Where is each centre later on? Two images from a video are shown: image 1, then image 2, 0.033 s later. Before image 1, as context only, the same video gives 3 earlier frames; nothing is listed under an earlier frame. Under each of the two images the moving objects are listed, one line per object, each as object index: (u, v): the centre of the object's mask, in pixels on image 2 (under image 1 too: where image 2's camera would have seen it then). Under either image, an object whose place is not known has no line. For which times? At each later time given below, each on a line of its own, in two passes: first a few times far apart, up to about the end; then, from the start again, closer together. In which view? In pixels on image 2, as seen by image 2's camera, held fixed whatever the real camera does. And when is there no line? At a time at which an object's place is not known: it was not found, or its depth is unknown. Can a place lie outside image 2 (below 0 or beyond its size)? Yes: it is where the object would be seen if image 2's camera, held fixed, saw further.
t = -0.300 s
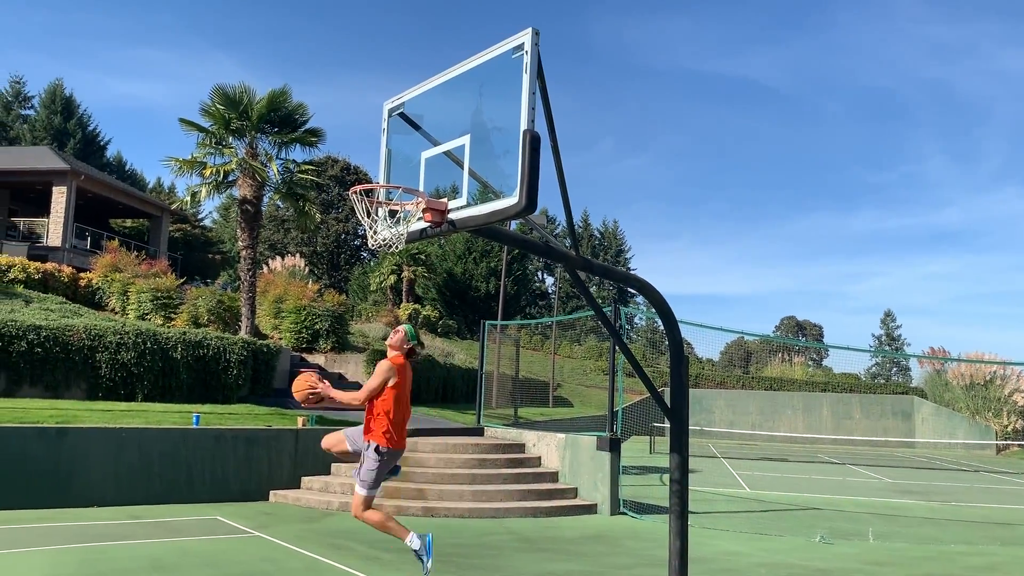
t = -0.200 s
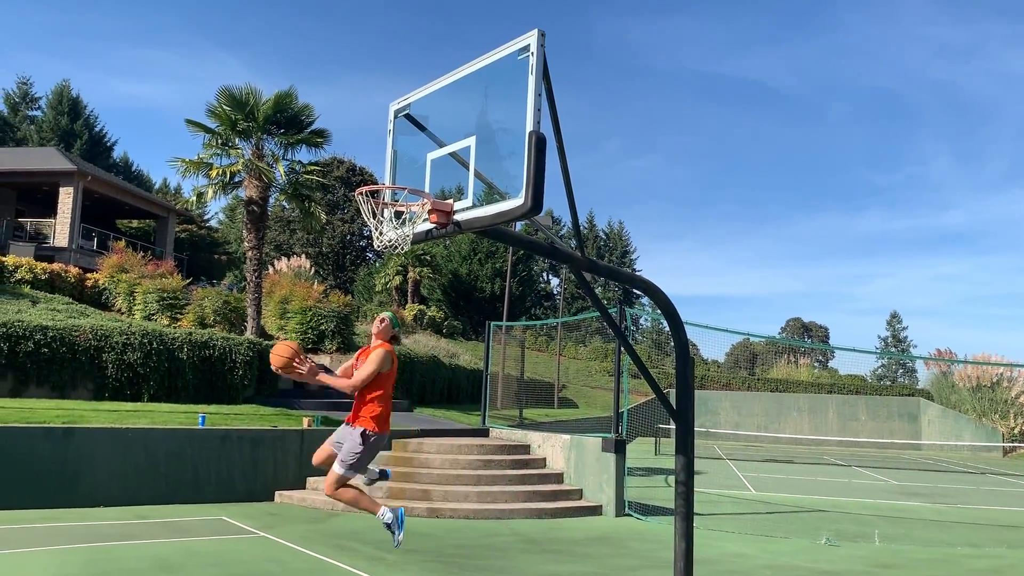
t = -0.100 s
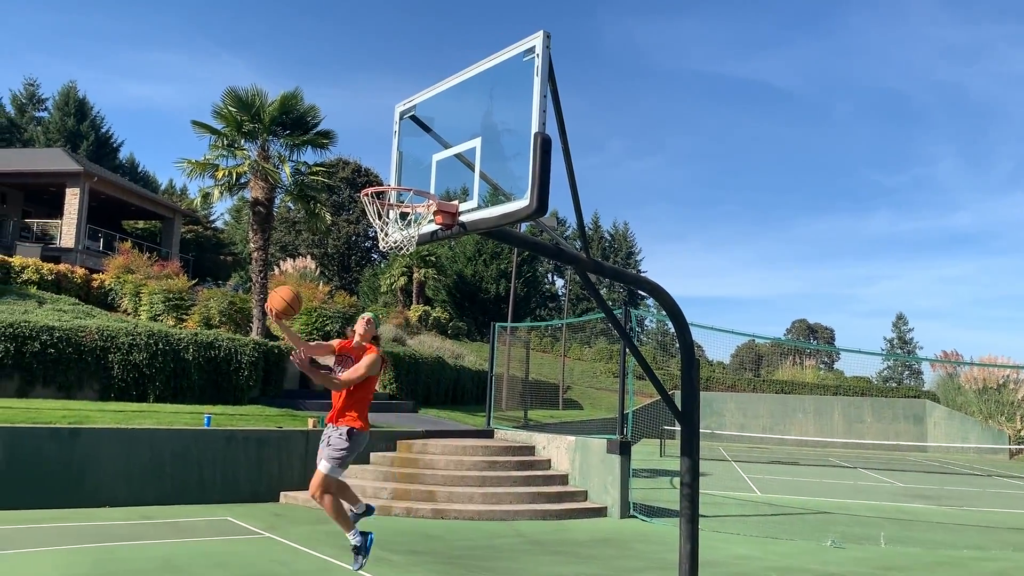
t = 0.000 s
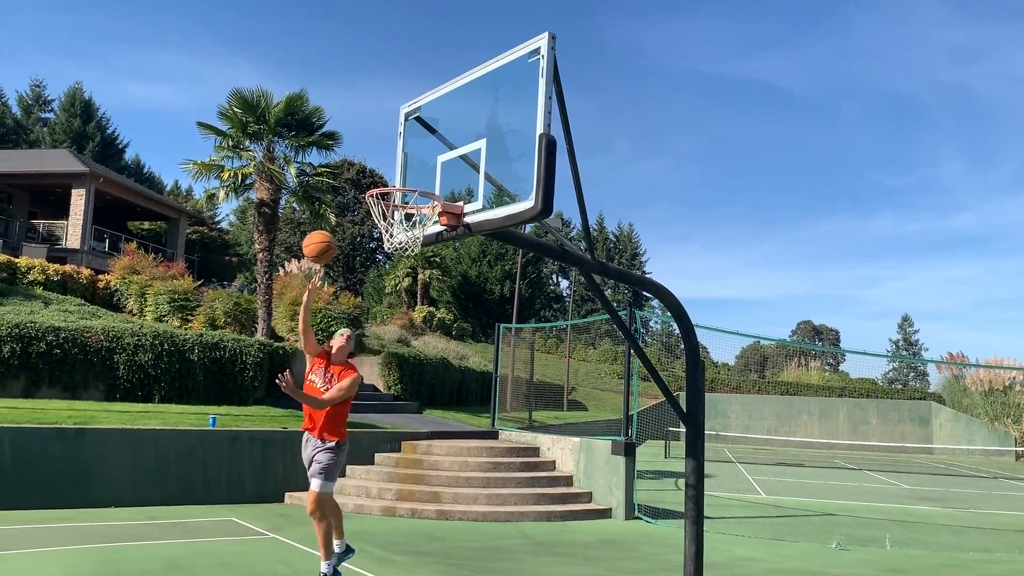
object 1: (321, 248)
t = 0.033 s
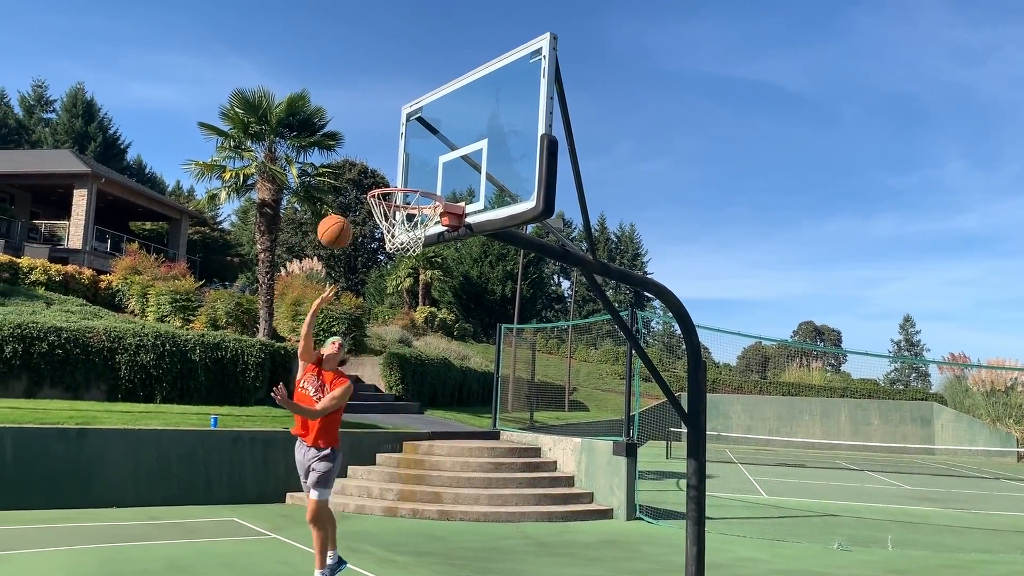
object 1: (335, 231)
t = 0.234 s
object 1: (415, 169)
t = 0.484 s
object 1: (406, 178)
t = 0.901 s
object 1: (389, 390)
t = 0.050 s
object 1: (341, 224)
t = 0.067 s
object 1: (348, 218)
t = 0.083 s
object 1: (354, 211)
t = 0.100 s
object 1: (358, 205)
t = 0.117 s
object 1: (363, 198)
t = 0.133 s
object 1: (370, 188)
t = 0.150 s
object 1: (380, 182)
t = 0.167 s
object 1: (388, 179)
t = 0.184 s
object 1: (395, 176)
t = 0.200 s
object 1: (402, 174)
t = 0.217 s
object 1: (409, 172)
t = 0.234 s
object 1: (415, 169)
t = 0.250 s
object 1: (422, 166)
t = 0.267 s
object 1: (427, 164)
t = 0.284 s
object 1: (425, 163)
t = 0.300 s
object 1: (424, 163)
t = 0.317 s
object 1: (422, 163)
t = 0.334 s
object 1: (421, 163)
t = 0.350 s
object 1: (420, 164)
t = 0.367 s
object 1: (418, 165)
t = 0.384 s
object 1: (416, 167)
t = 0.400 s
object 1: (415, 168)
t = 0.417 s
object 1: (413, 170)
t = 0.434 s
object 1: (411, 173)
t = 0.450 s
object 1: (410, 175)
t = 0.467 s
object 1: (408, 177)
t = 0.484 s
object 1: (406, 178)
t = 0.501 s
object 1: (404, 181)
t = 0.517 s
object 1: (404, 183)
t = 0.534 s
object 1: (399, 204)
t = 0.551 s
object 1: (399, 208)
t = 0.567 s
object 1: (397, 214)
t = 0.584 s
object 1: (395, 219)
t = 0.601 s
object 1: (391, 220)
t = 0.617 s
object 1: (393, 233)
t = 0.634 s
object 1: (392, 239)
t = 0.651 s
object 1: (392, 252)
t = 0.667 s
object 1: (391, 256)
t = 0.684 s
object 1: (390, 261)
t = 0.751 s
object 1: (394, 293)
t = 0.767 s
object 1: (392, 302)
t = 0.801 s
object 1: (389, 322)
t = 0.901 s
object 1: (389, 390)
